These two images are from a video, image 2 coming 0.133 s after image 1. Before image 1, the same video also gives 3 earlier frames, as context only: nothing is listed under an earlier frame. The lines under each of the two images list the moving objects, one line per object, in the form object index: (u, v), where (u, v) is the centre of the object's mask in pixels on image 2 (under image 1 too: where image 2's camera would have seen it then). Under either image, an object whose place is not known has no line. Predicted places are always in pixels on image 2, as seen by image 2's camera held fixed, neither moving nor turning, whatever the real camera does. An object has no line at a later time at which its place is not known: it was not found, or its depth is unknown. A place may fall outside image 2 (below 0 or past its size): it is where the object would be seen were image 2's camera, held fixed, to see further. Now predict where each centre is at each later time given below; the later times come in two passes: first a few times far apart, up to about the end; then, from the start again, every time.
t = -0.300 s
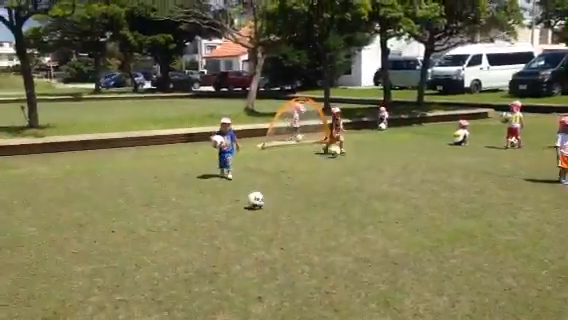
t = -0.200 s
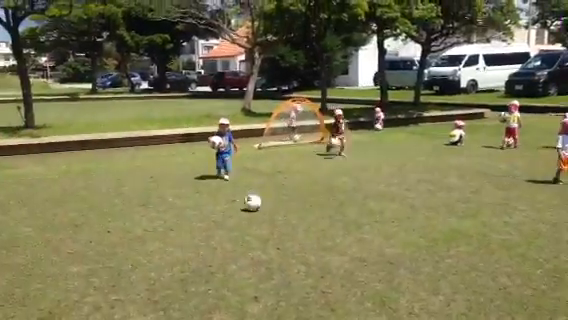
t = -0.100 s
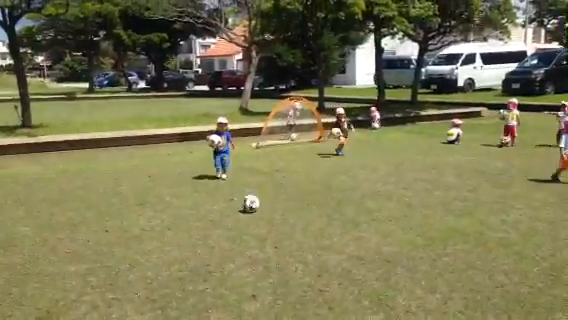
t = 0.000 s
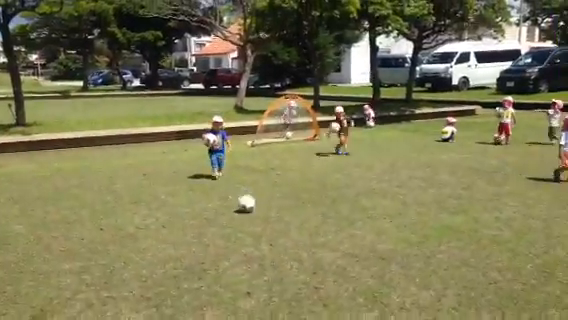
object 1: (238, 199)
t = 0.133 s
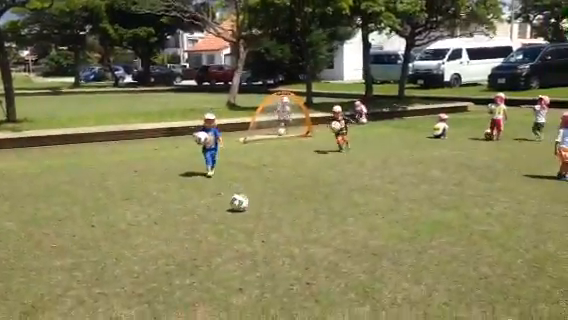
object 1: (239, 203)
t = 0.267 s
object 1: (240, 205)
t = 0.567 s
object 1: (246, 210)
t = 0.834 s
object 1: (250, 214)
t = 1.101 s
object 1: (253, 219)
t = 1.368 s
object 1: (250, 222)
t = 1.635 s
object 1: (244, 225)
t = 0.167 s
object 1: (239, 203)
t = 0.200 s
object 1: (239, 203)
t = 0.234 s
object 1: (240, 204)
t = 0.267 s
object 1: (240, 205)
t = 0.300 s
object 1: (241, 205)
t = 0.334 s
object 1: (241, 205)
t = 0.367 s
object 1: (242, 206)
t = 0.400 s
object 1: (242, 207)
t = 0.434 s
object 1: (243, 208)
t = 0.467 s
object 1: (244, 208)
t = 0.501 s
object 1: (244, 208)
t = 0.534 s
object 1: (245, 209)
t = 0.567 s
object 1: (246, 210)
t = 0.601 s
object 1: (247, 210)
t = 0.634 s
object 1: (247, 211)
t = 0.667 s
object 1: (248, 212)
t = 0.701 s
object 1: (249, 212)
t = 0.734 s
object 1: (249, 213)
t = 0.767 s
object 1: (249, 213)
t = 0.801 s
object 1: (250, 214)
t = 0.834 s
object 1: (250, 214)
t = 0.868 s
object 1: (251, 215)
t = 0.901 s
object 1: (251, 215)
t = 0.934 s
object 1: (252, 216)
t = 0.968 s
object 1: (252, 217)
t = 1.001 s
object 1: (252, 217)
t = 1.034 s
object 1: (252, 218)
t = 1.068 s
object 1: (253, 218)
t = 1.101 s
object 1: (253, 219)
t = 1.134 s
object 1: (252, 220)
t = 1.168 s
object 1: (252, 220)
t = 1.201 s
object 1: (252, 220)
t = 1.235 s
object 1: (252, 221)
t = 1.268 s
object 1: (251, 221)
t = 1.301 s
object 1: (251, 222)
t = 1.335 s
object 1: (250, 222)
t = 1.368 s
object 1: (250, 222)
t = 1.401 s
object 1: (249, 223)
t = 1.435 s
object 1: (249, 223)
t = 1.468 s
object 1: (248, 223)
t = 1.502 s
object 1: (248, 224)
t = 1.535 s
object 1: (247, 224)
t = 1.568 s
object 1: (246, 224)
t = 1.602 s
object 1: (245, 225)
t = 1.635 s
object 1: (244, 225)
